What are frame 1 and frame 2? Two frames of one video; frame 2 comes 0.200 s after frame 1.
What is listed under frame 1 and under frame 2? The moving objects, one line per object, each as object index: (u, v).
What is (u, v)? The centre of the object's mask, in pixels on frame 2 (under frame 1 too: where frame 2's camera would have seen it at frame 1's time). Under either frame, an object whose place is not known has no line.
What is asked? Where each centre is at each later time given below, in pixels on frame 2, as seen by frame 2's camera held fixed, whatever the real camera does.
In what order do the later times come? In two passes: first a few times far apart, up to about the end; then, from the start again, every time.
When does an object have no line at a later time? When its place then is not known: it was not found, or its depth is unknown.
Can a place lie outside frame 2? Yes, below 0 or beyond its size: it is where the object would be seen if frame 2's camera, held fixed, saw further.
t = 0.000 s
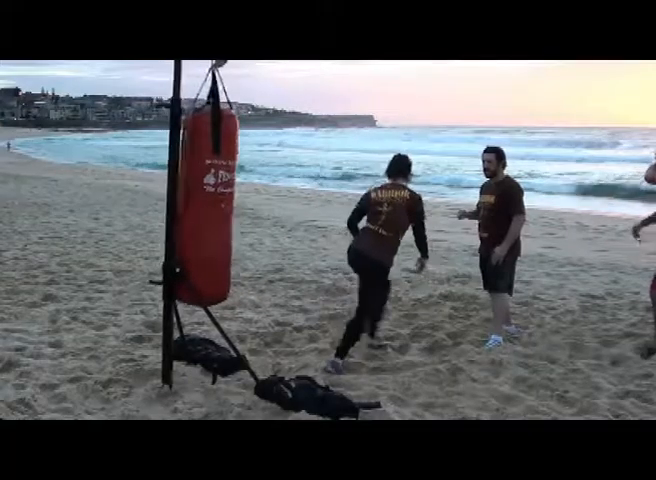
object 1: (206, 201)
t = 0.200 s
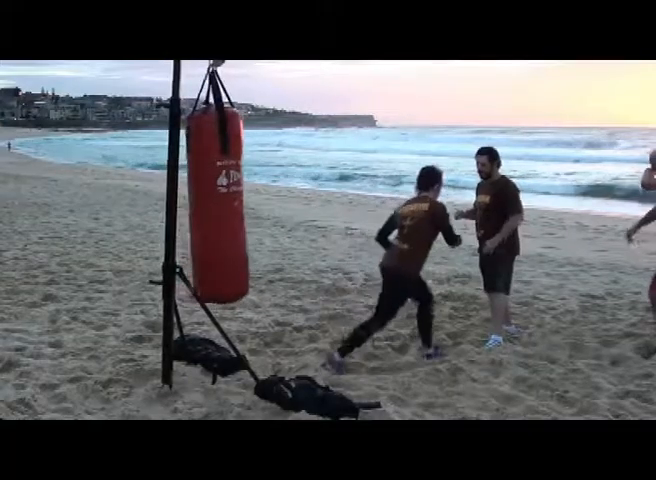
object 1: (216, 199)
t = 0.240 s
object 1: (219, 197)
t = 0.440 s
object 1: (231, 194)
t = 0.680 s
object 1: (237, 193)
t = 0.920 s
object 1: (235, 194)
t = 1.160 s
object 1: (227, 196)
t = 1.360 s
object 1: (215, 197)
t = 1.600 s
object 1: (205, 197)
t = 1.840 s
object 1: (205, 196)
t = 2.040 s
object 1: (208, 196)
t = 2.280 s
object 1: (218, 194)
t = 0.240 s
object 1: (219, 197)
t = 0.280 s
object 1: (221, 197)
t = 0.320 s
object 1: (224, 197)
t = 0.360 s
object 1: (227, 195)
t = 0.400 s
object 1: (229, 194)
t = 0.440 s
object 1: (231, 194)
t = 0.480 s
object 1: (233, 194)
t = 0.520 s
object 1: (234, 193)
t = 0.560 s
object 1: (234, 193)
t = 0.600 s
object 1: (235, 193)
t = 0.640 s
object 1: (236, 193)
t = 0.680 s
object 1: (237, 193)
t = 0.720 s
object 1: (238, 193)
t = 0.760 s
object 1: (238, 193)
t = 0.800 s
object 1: (238, 193)
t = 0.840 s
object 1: (237, 193)
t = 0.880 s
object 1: (236, 194)
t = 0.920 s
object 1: (235, 194)
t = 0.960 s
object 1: (235, 194)
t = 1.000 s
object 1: (233, 194)
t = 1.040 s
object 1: (232, 195)
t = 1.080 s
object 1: (231, 195)
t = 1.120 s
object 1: (229, 196)
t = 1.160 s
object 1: (227, 196)
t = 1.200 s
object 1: (224, 196)
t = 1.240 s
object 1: (222, 196)
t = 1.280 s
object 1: (220, 196)
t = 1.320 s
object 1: (218, 196)
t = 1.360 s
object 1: (215, 197)
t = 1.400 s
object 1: (213, 197)
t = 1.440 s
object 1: (211, 198)
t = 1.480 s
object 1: (209, 198)
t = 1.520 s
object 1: (207, 198)
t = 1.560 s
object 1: (206, 197)
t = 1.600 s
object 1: (205, 197)
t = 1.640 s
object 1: (204, 196)
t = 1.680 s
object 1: (203, 196)
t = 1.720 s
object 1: (203, 196)
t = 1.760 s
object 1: (203, 195)
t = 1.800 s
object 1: (204, 196)
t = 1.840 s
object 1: (205, 196)
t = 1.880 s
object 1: (205, 196)
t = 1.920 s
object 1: (206, 196)
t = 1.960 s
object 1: (206, 196)
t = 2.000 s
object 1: (207, 196)
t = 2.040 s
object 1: (208, 196)
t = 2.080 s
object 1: (209, 195)
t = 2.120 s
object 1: (211, 195)
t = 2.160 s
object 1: (213, 194)
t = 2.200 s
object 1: (215, 194)
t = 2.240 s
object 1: (216, 194)
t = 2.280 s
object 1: (218, 194)
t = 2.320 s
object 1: (220, 194)
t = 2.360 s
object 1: (221, 193)
